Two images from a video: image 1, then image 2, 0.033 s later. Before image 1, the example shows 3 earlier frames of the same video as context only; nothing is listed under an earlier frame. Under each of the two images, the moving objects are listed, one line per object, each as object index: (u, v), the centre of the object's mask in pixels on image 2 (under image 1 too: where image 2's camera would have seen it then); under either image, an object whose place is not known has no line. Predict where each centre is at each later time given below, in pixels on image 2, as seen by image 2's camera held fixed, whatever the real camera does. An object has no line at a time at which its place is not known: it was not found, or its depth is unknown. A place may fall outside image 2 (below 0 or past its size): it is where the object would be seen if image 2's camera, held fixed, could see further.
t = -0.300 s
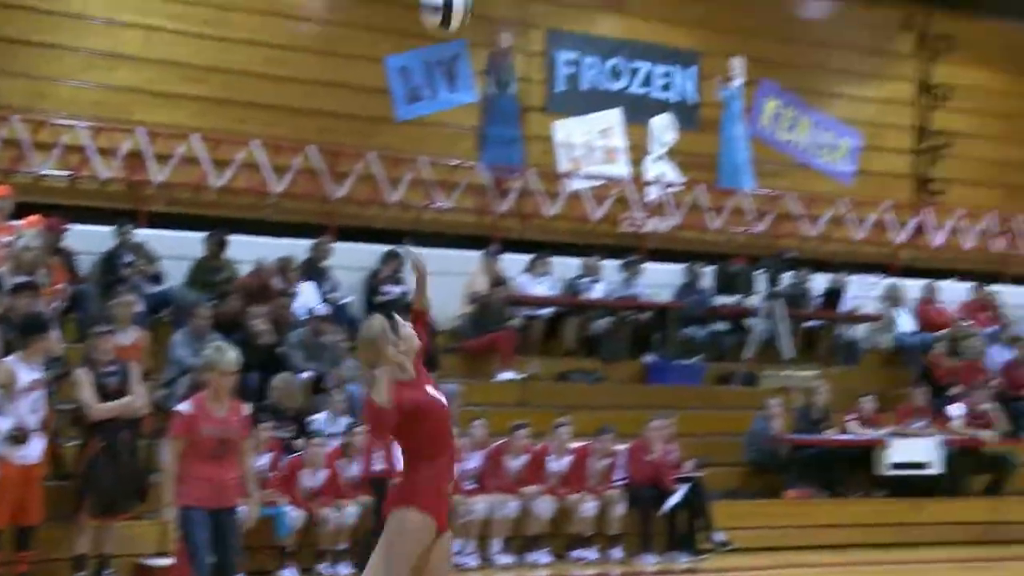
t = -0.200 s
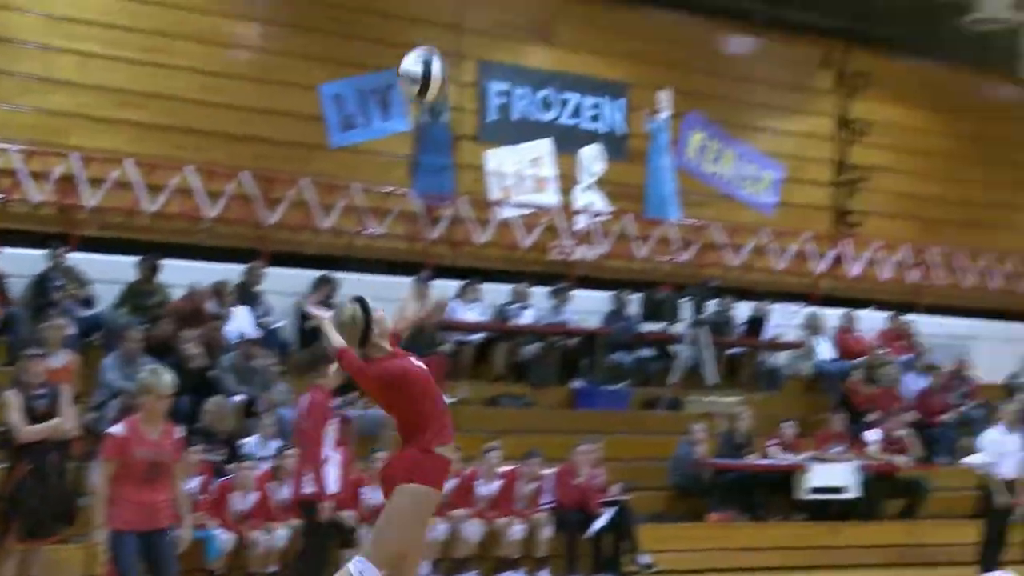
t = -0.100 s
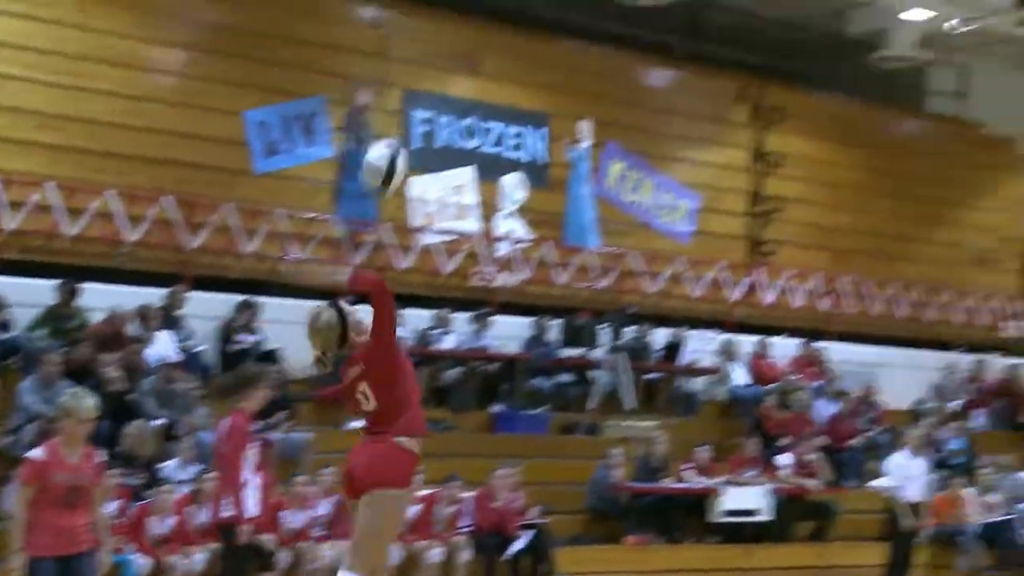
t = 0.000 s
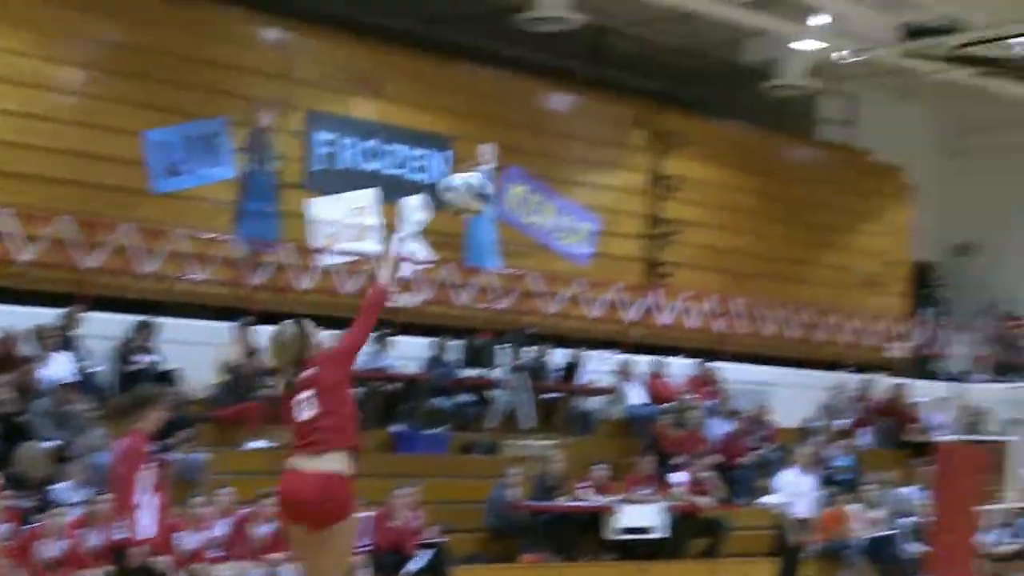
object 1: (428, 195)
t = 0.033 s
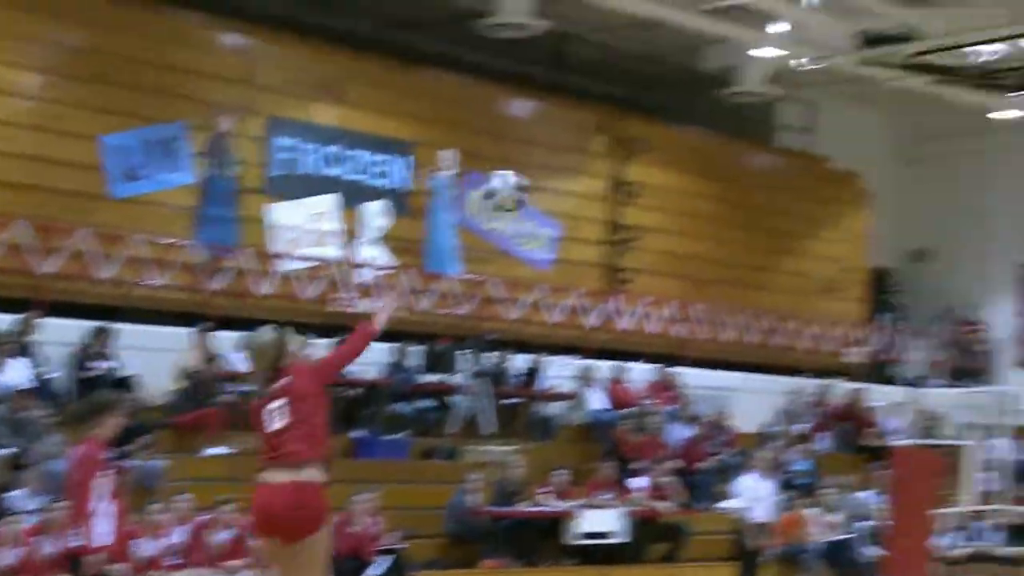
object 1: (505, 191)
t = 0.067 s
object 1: (575, 185)
